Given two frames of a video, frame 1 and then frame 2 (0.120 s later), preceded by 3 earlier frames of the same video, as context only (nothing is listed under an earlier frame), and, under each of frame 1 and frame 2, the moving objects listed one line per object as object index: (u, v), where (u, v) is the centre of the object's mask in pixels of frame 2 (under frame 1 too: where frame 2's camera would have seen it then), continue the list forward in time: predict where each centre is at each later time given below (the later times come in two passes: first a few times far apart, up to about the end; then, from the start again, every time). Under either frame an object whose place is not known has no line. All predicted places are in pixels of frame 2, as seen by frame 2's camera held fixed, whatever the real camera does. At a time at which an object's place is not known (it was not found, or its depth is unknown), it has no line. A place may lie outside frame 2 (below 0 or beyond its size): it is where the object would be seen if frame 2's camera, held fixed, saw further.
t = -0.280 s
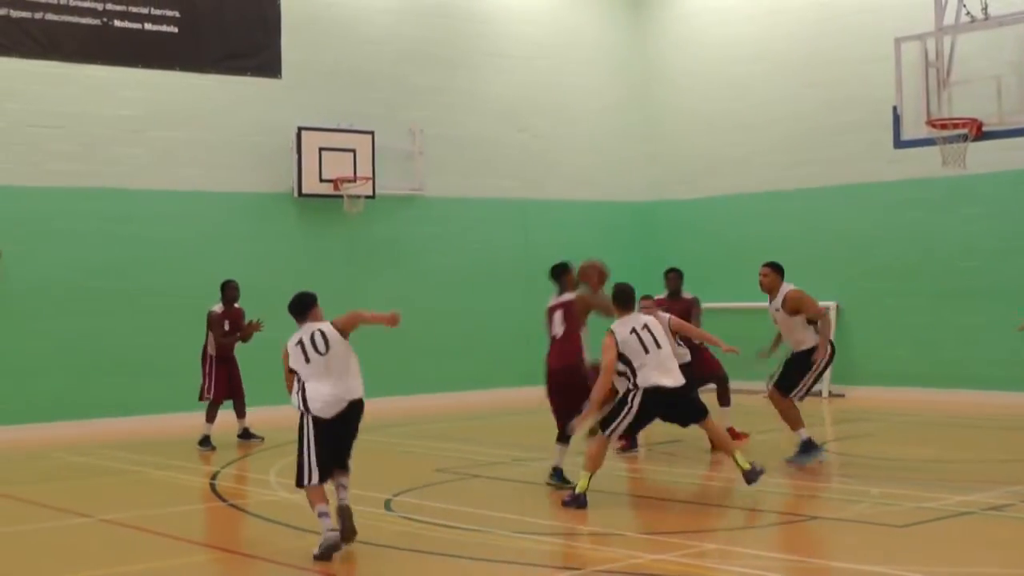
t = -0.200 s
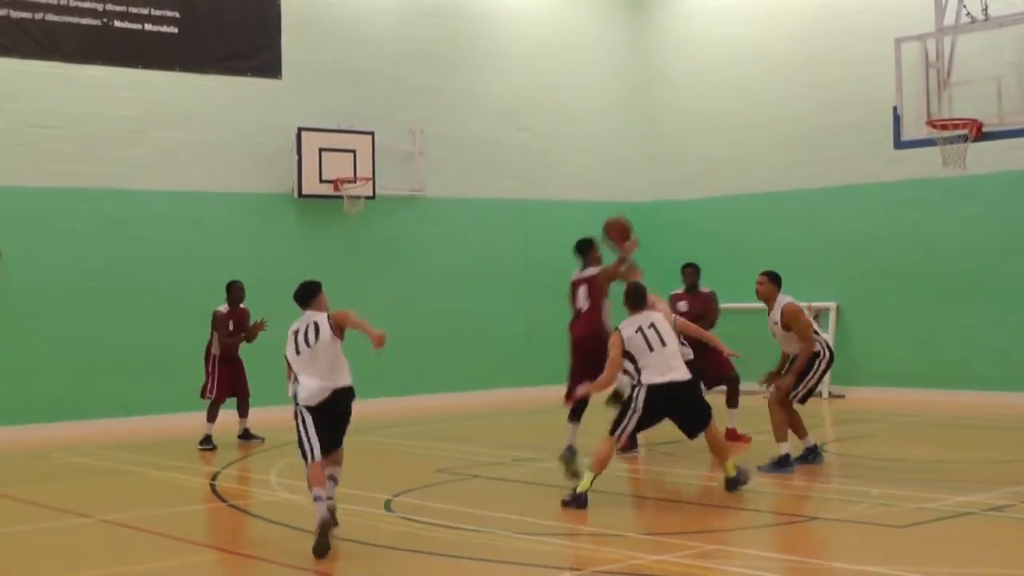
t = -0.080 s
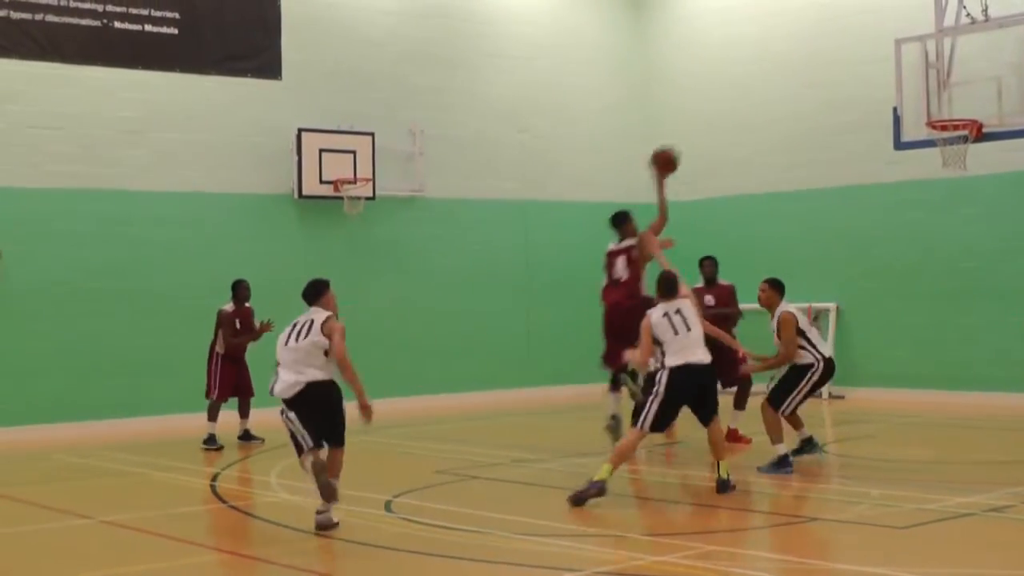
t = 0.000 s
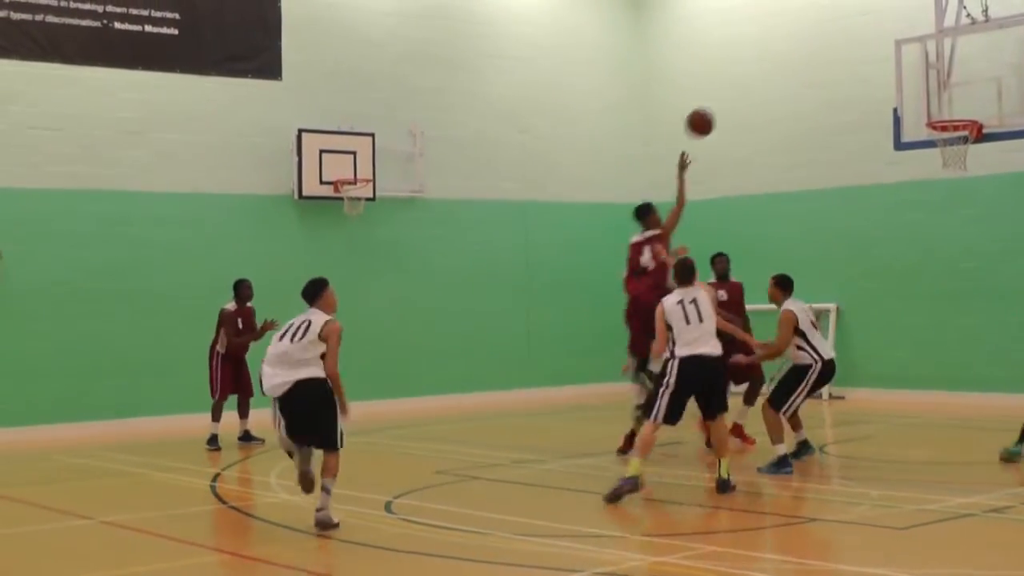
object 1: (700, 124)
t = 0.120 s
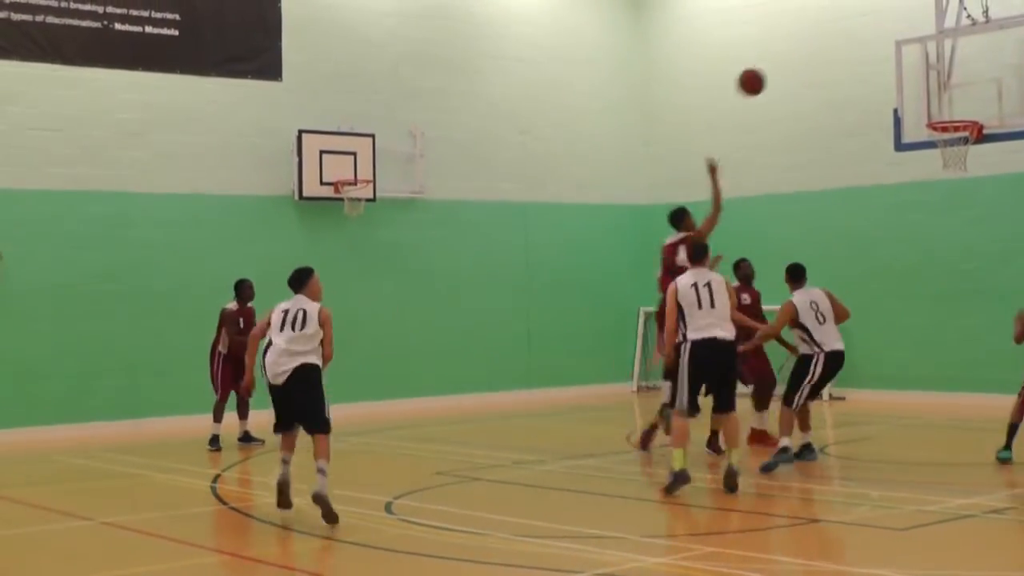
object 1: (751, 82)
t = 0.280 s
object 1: (816, 55)
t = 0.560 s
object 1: (922, 76)
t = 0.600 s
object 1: (936, 86)
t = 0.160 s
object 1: (768, 72)
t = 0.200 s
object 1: (784, 64)
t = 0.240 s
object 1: (800, 58)
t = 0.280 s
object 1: (816, 55)
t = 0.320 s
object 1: (832, 52)
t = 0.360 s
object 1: (847, 52)
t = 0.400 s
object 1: (863, 53)
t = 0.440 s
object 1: (878, 56)
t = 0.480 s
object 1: (893, 61)
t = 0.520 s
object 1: (907, 68)
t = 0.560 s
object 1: (922, 76)
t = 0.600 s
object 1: (936, 86)
